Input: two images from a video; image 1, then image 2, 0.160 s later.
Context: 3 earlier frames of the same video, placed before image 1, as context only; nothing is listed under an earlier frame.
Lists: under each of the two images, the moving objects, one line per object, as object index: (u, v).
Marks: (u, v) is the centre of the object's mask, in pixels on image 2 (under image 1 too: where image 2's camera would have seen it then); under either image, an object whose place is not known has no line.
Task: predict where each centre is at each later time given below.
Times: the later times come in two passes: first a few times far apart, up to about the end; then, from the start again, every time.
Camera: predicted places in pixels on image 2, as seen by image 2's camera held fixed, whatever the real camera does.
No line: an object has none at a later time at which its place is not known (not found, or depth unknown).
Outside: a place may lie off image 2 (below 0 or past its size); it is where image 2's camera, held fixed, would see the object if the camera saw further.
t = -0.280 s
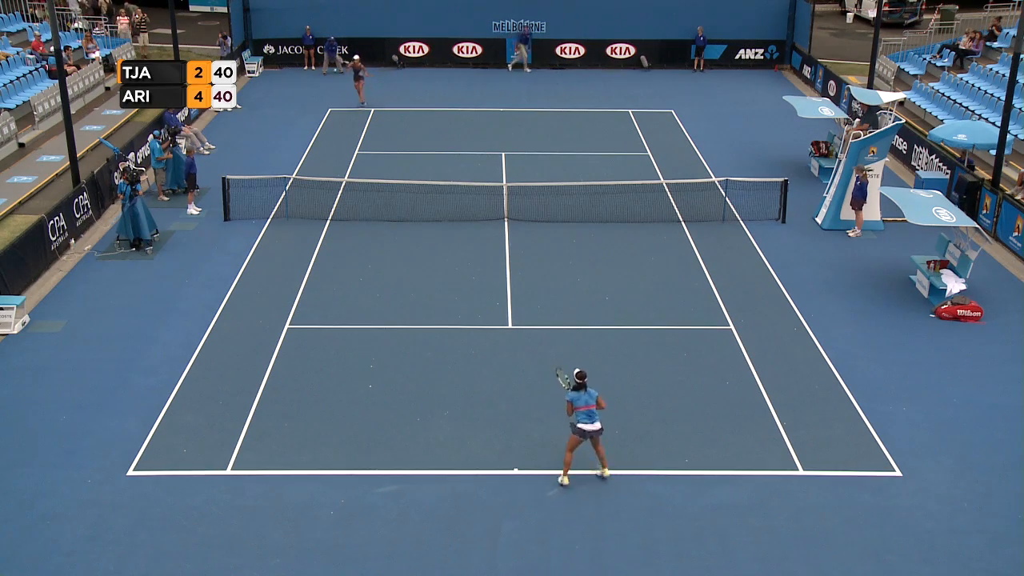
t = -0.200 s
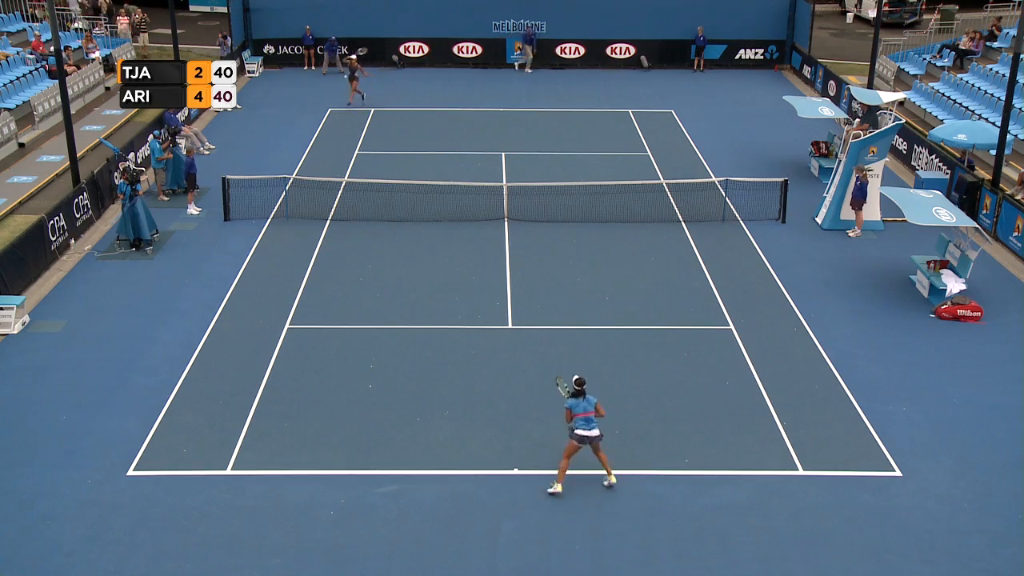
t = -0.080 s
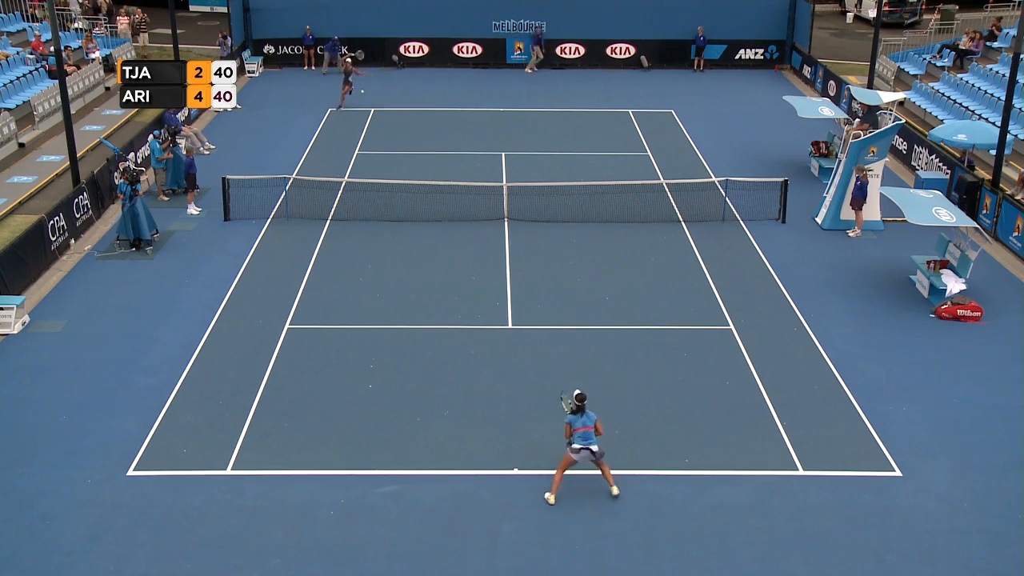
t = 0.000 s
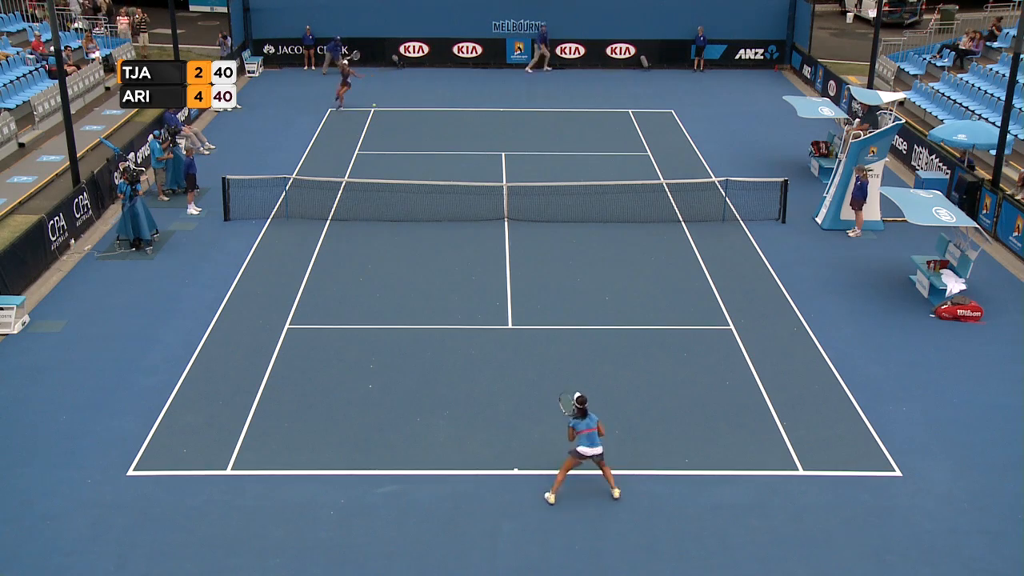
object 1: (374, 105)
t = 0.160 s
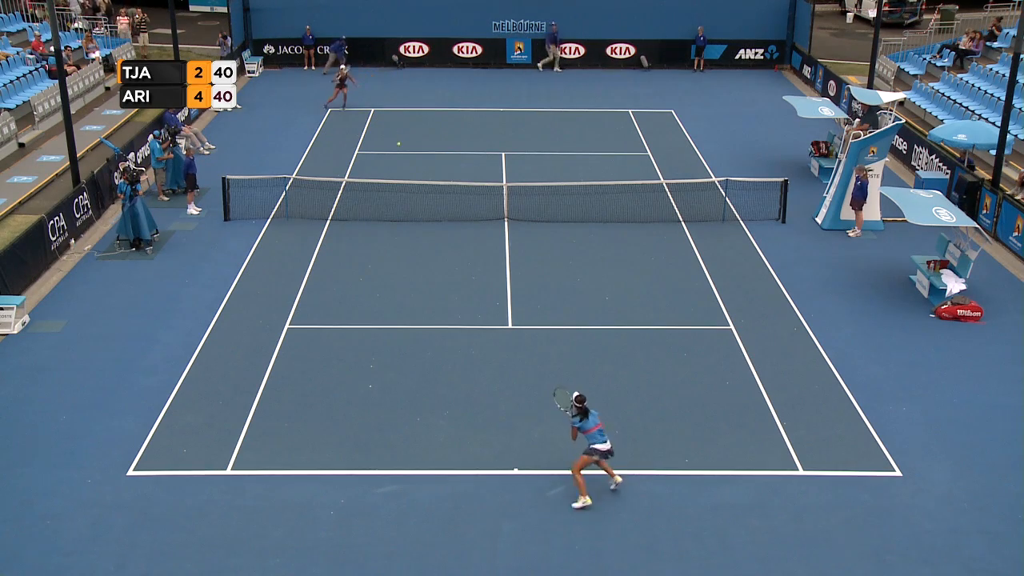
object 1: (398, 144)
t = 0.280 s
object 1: (418, 185)
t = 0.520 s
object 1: (463, 302)
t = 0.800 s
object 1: (508, 380)
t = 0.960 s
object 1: (534, 409)
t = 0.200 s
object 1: (405, 155)
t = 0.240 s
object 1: (411, 169)
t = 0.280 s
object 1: (418, 185)
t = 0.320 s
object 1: (425, 200)
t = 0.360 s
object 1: (432, 217)
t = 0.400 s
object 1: (440, 236)
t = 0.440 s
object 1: (447, 256)
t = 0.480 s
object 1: (454, 278)
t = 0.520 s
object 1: (463, 302)
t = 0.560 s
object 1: (470, 327)
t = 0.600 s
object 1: (479, 354)
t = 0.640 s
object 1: (486, 370)
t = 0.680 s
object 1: (491, 370)
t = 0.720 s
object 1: (496, 372)
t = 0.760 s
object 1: (503, 375)
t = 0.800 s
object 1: (508, 380)
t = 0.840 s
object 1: (514, 385)
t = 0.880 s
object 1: (520, 392)
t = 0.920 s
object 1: (527, 400)
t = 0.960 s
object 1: (534, 409)
